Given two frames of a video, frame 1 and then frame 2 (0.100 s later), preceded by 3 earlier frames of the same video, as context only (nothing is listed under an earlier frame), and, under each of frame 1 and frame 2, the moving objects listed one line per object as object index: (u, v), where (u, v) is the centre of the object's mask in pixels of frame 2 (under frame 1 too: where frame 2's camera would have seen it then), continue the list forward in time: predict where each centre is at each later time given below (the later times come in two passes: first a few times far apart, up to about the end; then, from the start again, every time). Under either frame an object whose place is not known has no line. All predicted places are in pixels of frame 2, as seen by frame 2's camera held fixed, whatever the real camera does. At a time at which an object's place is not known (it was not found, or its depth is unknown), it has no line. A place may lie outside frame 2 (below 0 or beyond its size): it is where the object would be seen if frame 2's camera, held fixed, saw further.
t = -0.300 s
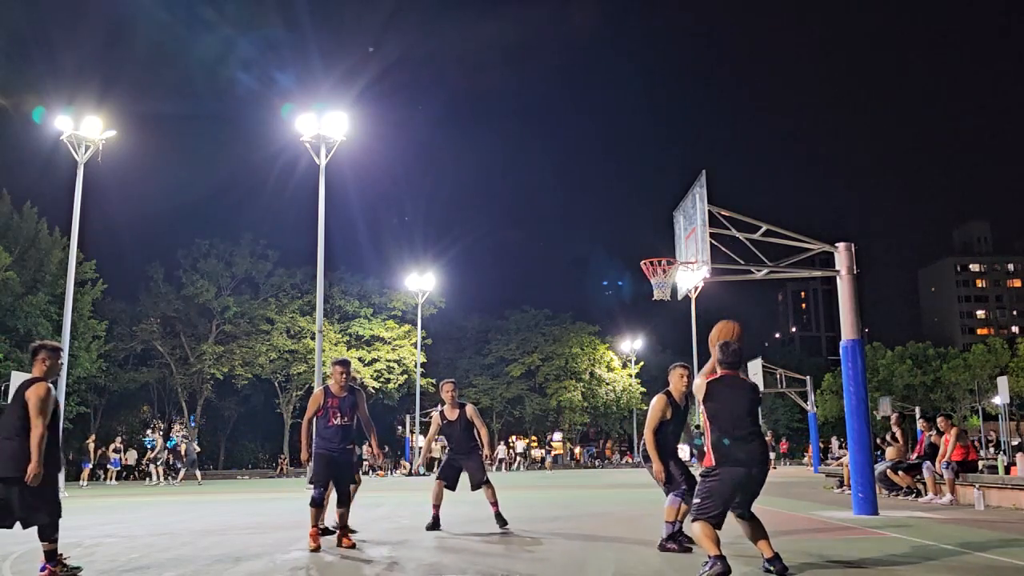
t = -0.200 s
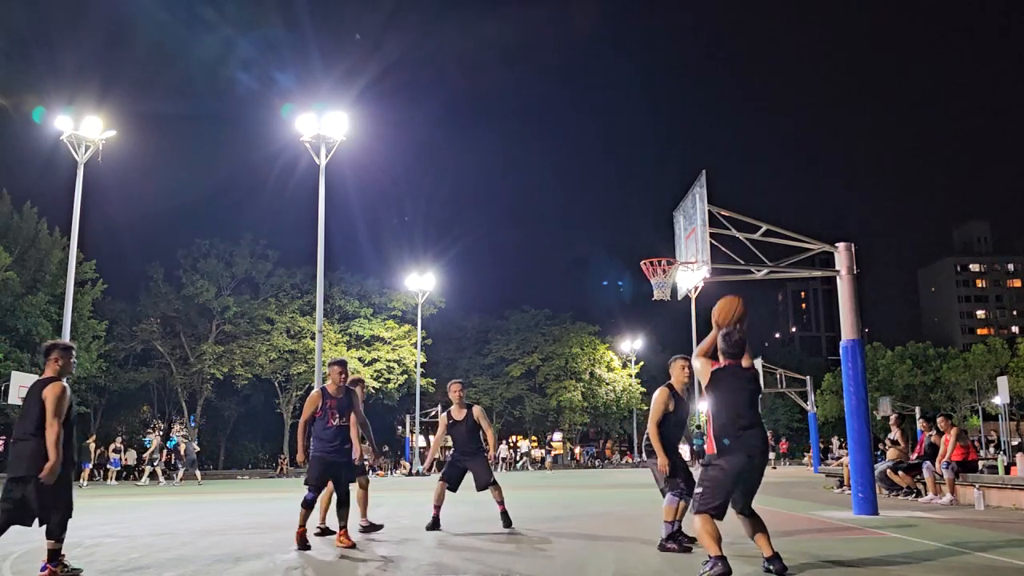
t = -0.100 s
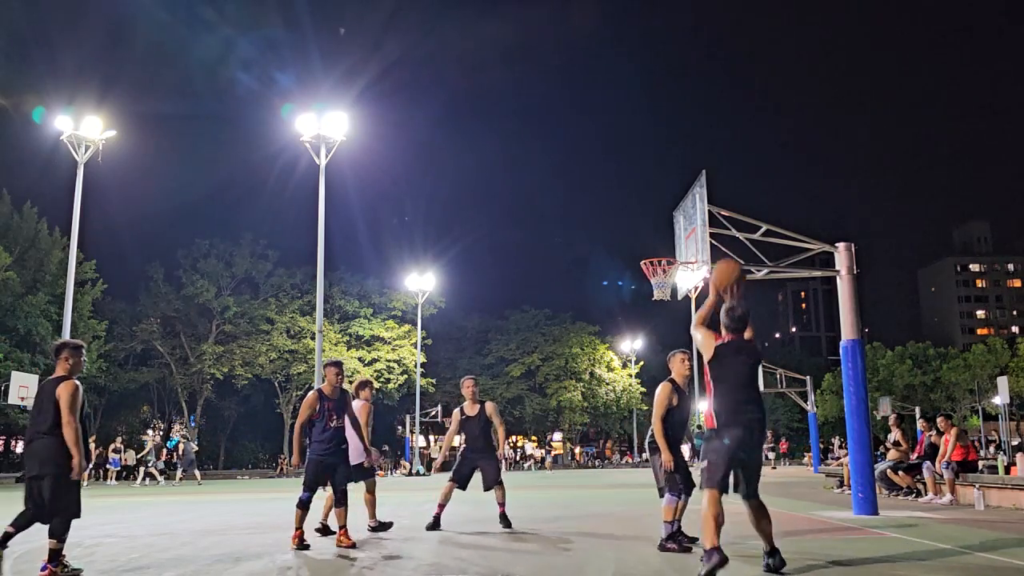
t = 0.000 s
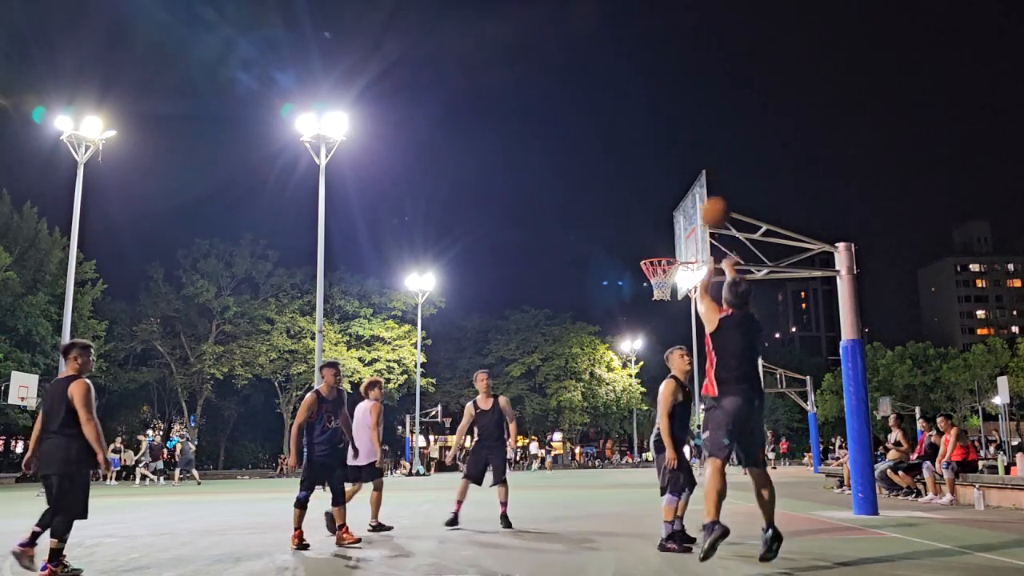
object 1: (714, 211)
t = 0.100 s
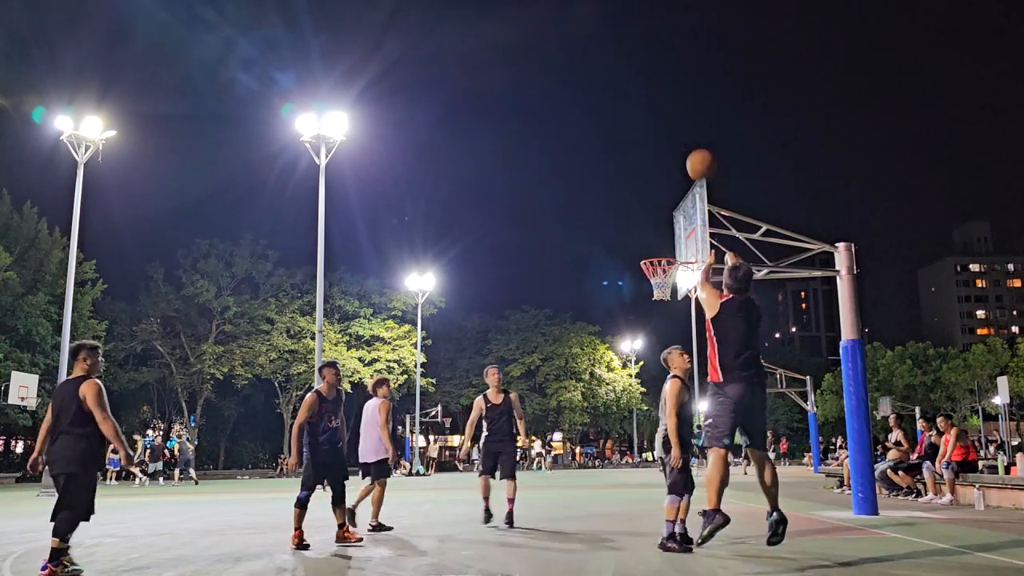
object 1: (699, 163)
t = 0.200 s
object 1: (688, 132)
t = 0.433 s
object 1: (670, 107)
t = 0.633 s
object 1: (658, 125)
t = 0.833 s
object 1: (649, 171)
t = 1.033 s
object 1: (643, 241)
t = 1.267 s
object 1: (646, 242)
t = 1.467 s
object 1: (649, 252)
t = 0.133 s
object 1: (695, 152)
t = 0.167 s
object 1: (692, 141)
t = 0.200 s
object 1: (688, 132)
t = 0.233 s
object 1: (686, 125)
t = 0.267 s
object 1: (683, 119)
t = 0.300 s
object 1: (680, 115)
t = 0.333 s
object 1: (677, 111)
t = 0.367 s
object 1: (675, 109)
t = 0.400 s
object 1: (672, 108)
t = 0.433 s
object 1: (670, 107)
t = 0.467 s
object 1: (668, 108)
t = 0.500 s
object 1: (665, 109)
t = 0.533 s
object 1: (663, 112)
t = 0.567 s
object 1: (662, 115)
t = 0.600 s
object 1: (660, 120)
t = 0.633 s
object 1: (658, 125)
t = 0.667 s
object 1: (656, 131)
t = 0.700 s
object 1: (655, 137)
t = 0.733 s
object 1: (653, 145)
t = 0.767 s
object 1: (652, 153)
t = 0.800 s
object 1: (650, 162)
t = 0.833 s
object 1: (649, 171)
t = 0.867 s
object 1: (648, 181)
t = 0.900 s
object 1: (647, 192)
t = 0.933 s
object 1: (646, 203)
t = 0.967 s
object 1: (645, 215)
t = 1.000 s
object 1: (644, 228)
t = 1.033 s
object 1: (643, 241)
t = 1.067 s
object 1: (642, 252)
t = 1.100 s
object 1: (642, 253)
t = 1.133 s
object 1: (643, 250)
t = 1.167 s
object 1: (644, 247)
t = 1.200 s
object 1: (644, 245)
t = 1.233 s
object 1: (645, 243)
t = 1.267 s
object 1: (646, 242)
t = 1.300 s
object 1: (646, 242)
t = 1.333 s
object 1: (647, 243)
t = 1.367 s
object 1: (647, 245)
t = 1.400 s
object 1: (648, 247)
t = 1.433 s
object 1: (649, 249)
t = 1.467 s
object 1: (649, 252)
